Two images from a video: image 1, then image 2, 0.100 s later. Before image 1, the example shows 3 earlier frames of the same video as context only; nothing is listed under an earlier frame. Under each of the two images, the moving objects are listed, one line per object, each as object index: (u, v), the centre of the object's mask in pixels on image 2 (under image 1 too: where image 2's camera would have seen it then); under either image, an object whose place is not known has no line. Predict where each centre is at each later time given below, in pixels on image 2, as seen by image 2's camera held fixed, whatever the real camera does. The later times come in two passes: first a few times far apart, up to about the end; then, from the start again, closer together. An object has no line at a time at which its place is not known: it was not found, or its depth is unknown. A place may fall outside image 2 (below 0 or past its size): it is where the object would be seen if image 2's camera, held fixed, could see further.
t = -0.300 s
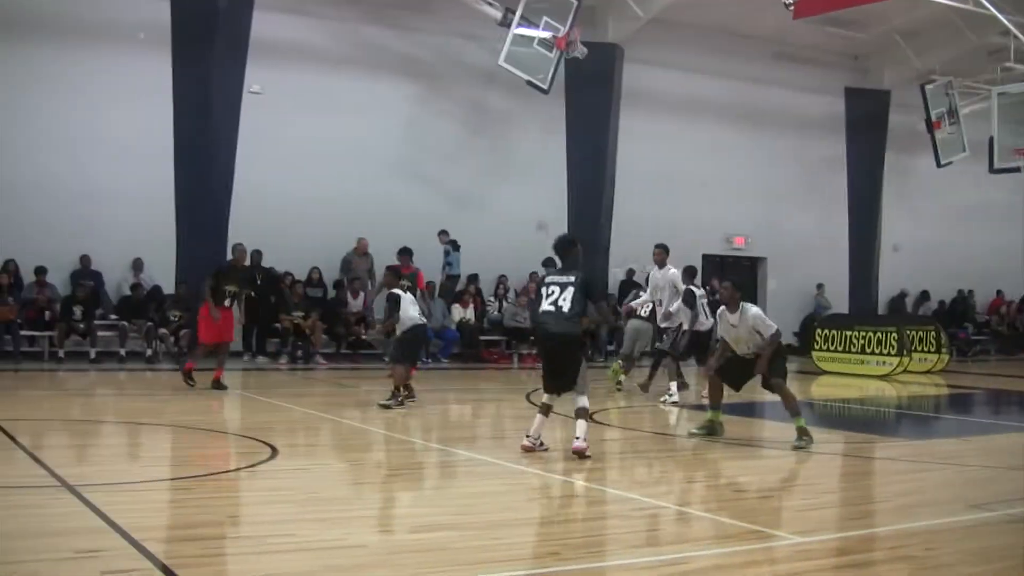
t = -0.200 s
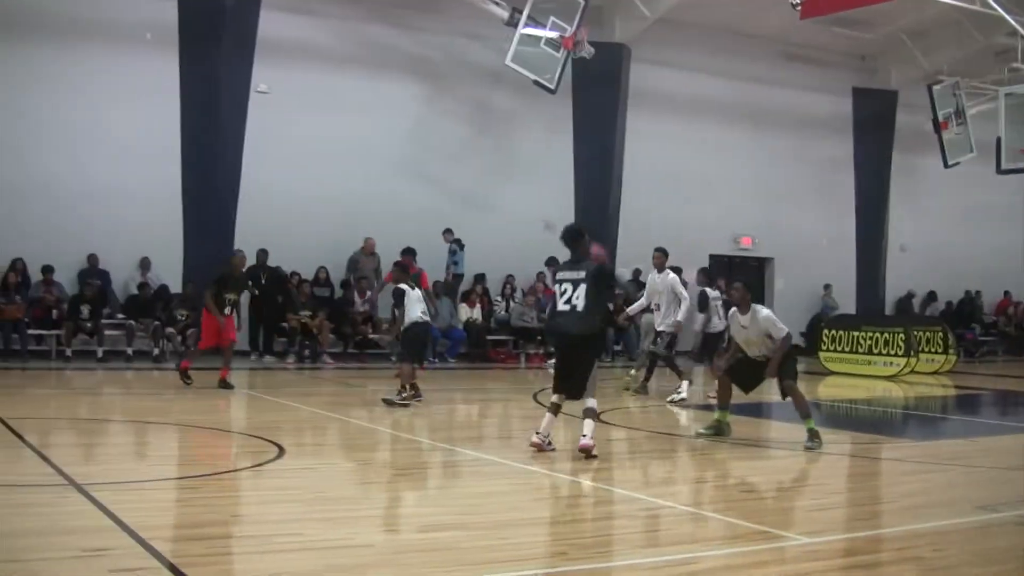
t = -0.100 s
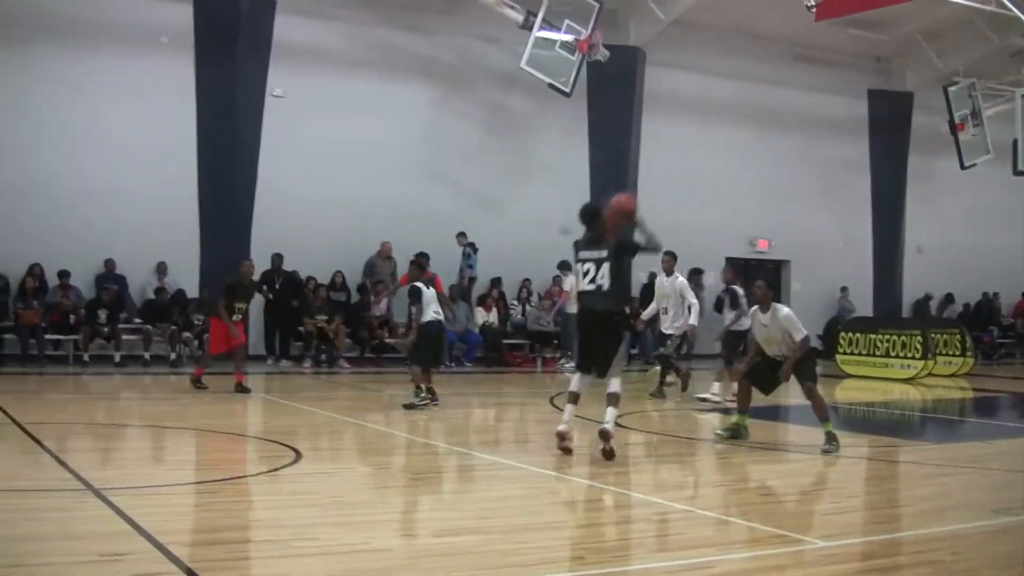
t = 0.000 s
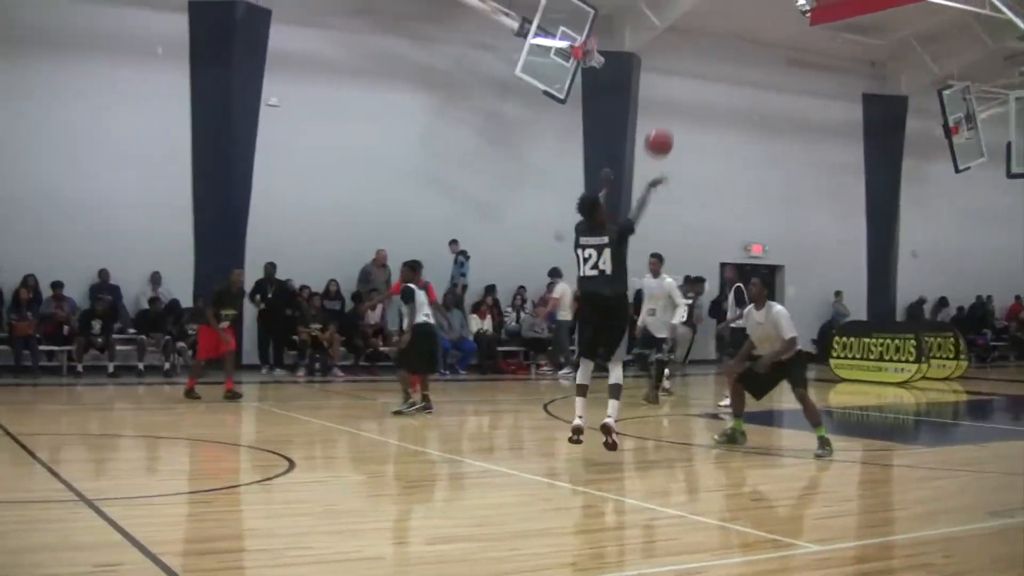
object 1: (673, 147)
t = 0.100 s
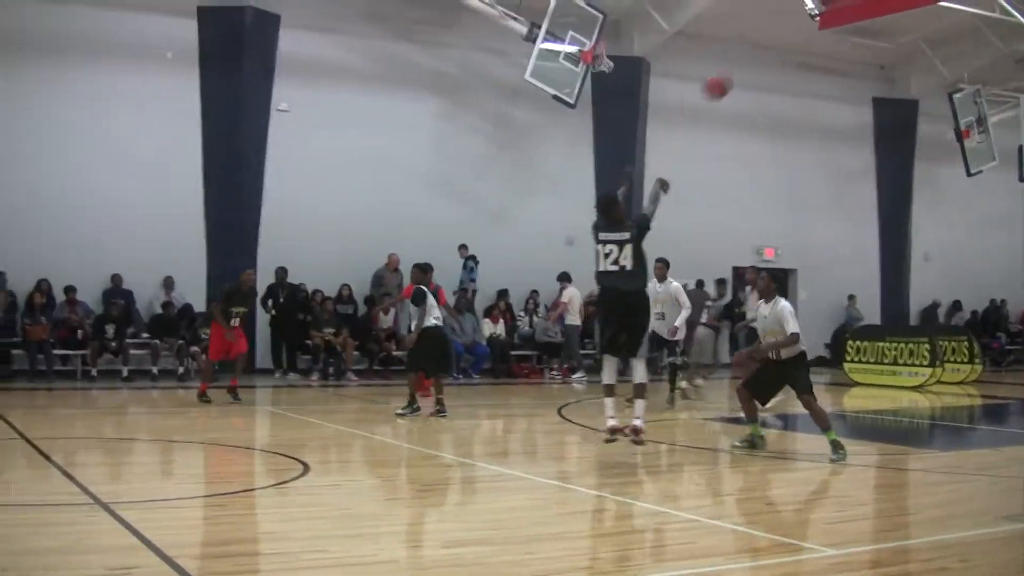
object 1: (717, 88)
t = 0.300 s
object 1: (808, 11)
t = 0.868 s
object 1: (974, 16)
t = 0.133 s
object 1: (731, 71)
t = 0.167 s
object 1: (747, 55)
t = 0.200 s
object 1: (762, 42)
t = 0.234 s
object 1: (776, 30)
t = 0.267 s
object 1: (791, 21)
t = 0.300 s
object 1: (808, 11)
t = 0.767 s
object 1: (938, -2)
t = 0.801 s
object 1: (952, 0)
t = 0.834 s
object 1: (963, 8)
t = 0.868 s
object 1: (974, 16)
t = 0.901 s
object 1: (983, 23)
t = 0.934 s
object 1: (990, 31)
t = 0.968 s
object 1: (1001, 41)
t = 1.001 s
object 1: (1009, 51)
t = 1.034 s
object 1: (1017, 66)
